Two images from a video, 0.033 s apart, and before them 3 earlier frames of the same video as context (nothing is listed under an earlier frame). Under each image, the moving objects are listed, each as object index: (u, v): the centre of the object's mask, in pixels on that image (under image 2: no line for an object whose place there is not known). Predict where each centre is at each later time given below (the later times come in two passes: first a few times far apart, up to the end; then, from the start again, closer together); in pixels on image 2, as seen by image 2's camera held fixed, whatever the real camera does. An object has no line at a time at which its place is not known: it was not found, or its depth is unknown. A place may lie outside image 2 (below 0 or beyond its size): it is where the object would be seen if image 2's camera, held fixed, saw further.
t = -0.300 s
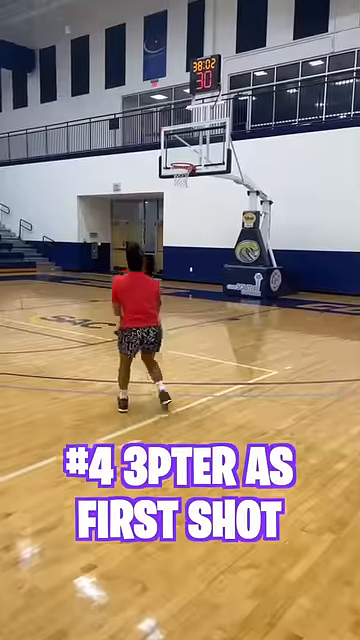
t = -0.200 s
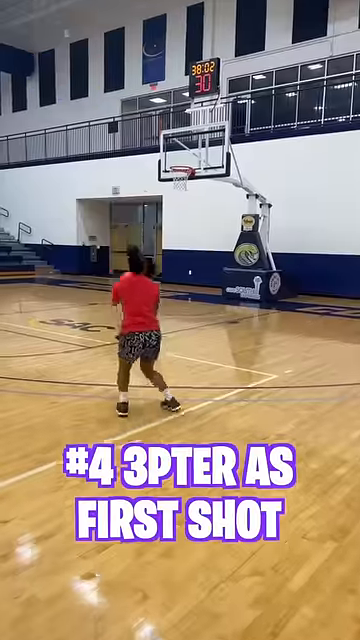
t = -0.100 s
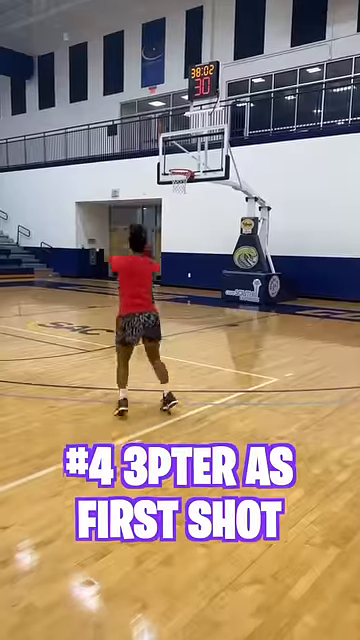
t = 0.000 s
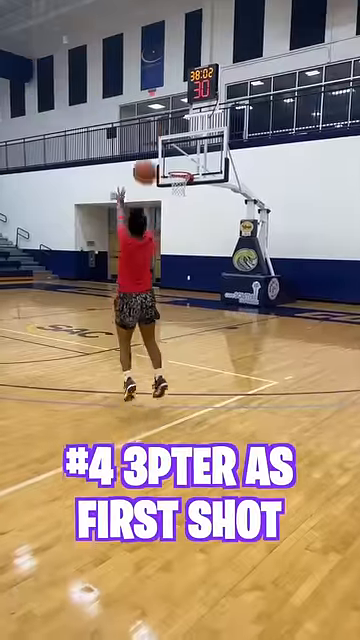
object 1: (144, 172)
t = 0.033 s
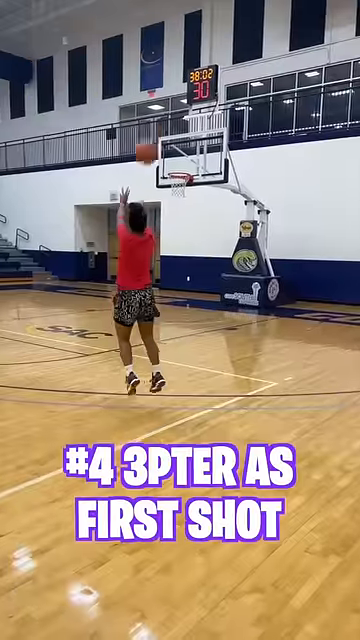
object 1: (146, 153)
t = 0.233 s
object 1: (159, 68)
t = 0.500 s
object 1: (171, 32)
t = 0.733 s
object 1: (178, 50)
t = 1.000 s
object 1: (186, 98)
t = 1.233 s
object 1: (187, 164)
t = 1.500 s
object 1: (190, 248)
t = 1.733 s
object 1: (192, 292)
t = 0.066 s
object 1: (149, 133)
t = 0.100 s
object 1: (151, 116)
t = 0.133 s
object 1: (155, 102)
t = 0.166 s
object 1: (155, 88)
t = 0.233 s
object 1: (159, 68)
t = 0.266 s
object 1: (162, 59)
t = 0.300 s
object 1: (164, 51)
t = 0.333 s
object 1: (164, 46)
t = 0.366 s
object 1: (165, 41)
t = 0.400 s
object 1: (167, 38)
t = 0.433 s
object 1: (169, 35)
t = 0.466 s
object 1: (170, 33)
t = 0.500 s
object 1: (171, 32)
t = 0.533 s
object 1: (172, 33)
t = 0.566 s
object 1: (173, 34)
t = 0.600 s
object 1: (174, 35)
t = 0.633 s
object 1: (175, 38)
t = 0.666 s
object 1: (176, 41)
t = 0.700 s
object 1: (177, 45)
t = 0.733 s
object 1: (178, 50)
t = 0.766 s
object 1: (179, 54)
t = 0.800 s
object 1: (180, 60)
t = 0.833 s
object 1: (181, 65)
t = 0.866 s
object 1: (182, 72)
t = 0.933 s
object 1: (184, 86)
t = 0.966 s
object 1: (184, 91)
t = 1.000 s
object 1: (186, 98)
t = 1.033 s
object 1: (186, 107)
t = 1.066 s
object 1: (187, 117)
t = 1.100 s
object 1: (187, 126)
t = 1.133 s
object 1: (186, 136)
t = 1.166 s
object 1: (187, 144)
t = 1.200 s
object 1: (187, 155)
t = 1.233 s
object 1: (187, 164)
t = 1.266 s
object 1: (188, 174)
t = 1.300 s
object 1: (188, 185)
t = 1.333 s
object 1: (188, 195)
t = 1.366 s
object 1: (189, 205)
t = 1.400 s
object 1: (189, 216)
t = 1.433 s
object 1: (189, 226)
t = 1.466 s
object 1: (190, 237)
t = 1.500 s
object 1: (190, 248)
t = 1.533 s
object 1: (190, 259)
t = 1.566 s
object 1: (190, 268)
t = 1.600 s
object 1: (191, 281)
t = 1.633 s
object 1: (191, 291)
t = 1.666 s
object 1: (192, 303)
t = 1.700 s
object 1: (192, 303)
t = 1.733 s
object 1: (192, 292)
